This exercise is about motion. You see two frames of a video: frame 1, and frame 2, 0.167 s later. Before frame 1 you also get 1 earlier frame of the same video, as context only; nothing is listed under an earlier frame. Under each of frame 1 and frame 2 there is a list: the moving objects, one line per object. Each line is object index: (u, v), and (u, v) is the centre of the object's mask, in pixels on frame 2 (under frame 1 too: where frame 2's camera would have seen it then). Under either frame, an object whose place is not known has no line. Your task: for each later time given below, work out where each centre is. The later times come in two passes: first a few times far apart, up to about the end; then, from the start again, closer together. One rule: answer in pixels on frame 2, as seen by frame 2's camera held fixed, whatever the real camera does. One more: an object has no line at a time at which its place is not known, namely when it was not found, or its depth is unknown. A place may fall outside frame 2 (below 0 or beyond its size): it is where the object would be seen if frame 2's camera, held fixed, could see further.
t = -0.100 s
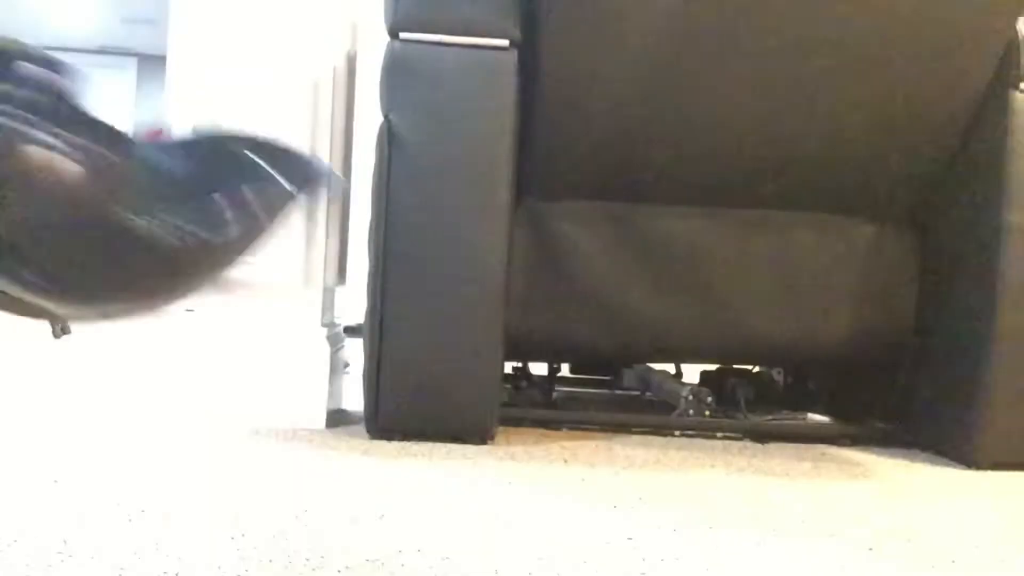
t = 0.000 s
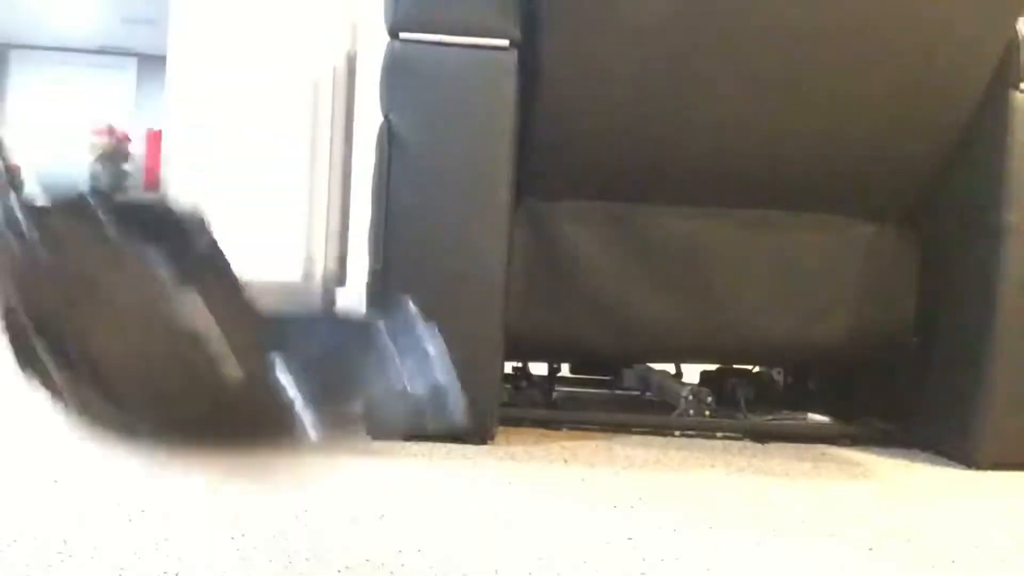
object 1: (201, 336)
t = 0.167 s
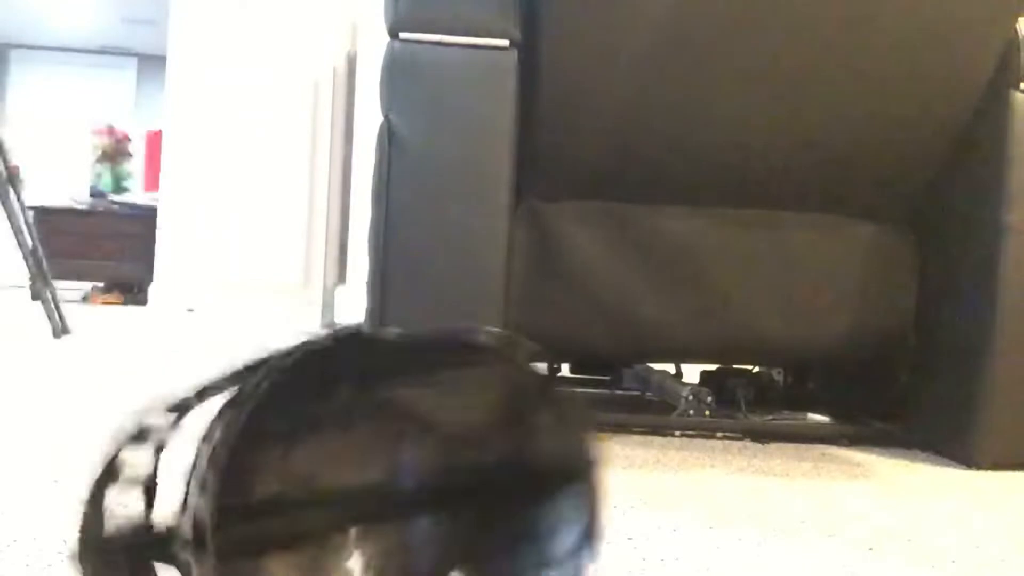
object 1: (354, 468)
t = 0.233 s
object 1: (399, 463)
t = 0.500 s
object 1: (364, 481)
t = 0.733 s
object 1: (398, 485)
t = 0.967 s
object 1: (375, 477)
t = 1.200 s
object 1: (400, 484)
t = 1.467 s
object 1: (384, 480)
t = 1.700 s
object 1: (395, 482)
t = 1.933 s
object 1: (389, 481)
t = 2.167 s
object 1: (388, 481)
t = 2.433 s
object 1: (389, 481)
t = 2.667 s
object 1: (389, 481)
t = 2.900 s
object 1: (390, 481)
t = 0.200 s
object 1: (383, 471)
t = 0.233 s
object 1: (399, 463)
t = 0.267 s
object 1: (414, 461)
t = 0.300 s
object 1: (412, 458)
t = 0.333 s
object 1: (402, 461)
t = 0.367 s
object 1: (389, 465)
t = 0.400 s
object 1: (381, 470)
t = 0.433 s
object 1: (379, 475)
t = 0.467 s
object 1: (367, 479)
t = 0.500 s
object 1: (364, 481)
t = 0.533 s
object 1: (365, 483)
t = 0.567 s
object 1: (371, 484)
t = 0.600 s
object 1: (377, 484)
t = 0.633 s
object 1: (385, 483)
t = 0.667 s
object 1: (391, 482)
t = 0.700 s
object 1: (396, 483)
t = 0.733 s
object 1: (398, 485)
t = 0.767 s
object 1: (398, 485)
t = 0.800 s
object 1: (395, 484)
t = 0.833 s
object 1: (391, 483)
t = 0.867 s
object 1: (386, 480)
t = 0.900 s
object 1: (380, 478)
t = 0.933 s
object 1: (377, 477)
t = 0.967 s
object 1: (375, 477)
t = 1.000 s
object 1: (376, 477)
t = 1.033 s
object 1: (380, 479)
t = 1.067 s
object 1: (385, 481)
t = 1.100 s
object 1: (390, 482)
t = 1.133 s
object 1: (394, 483)
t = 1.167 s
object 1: (397, 484)
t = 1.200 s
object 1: (400, 484)
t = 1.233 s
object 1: (401, 485)
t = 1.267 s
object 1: (401, 484)
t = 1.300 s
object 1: (399, 484)
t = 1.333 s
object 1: (397, 484)
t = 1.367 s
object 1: (394, 483)
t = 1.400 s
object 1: (391, 482)
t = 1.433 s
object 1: (387, 481)
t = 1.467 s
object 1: (384, 480)
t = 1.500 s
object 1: (384, 479)
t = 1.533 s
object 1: (384, 480)
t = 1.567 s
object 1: (387, 481)
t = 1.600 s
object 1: (391, 481)
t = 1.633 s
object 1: (393, 482)
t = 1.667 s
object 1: (394, 482)
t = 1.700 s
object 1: (395, 482)
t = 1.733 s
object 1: (393, 482)
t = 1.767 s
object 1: (391, 482)
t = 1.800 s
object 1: (389, 481)
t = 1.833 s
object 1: (387, 481)
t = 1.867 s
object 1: (386, 480)
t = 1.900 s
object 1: (387, 481)
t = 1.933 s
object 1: (389, 481)
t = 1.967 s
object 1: (391, 481)
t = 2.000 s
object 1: (392, 482)
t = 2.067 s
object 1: (391, 481)
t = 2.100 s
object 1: (390, 481)
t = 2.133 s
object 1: (389, 481)
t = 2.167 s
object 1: (388, 481)
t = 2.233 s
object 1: (389, 481)
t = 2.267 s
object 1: (390, 481)
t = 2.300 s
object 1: (389, 481)
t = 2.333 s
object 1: (390, 481)
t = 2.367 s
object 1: (390, 481)
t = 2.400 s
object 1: (389, 481)
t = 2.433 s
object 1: (389, 481)
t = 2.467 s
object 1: (389, 481)
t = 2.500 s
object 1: (389, 481)
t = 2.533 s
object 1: (389, 481)
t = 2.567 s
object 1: (390, 481)
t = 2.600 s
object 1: (389, 481)
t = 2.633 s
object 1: (389, 481)
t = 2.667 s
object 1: (389, 481)
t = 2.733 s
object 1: (391, 481)
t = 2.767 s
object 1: (390, 481)
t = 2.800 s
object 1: (390, 481)
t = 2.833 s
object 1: (391, 481)
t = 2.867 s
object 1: (390, 481)
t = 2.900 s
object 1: (390, 481)
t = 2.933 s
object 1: (390, 481)
